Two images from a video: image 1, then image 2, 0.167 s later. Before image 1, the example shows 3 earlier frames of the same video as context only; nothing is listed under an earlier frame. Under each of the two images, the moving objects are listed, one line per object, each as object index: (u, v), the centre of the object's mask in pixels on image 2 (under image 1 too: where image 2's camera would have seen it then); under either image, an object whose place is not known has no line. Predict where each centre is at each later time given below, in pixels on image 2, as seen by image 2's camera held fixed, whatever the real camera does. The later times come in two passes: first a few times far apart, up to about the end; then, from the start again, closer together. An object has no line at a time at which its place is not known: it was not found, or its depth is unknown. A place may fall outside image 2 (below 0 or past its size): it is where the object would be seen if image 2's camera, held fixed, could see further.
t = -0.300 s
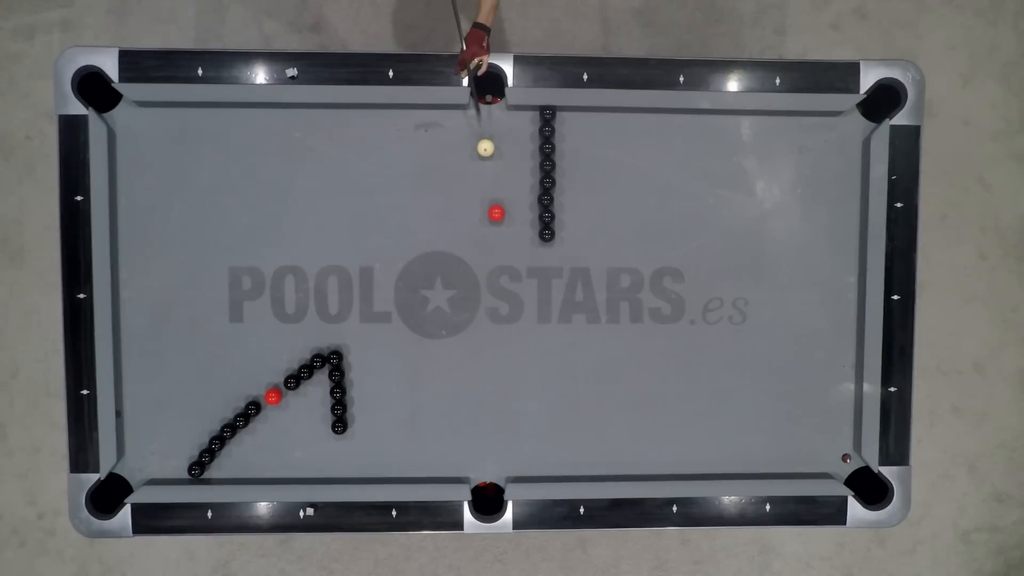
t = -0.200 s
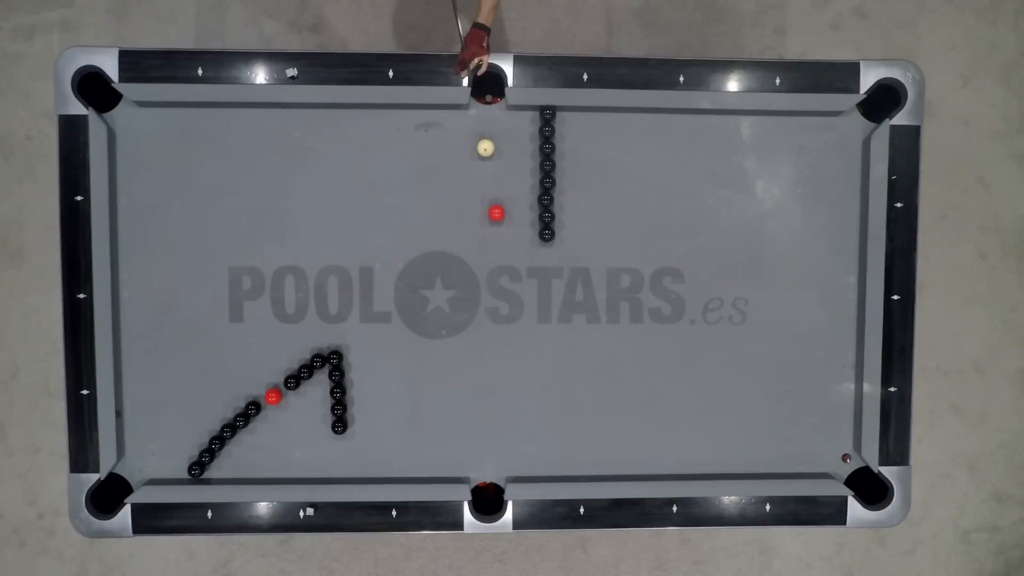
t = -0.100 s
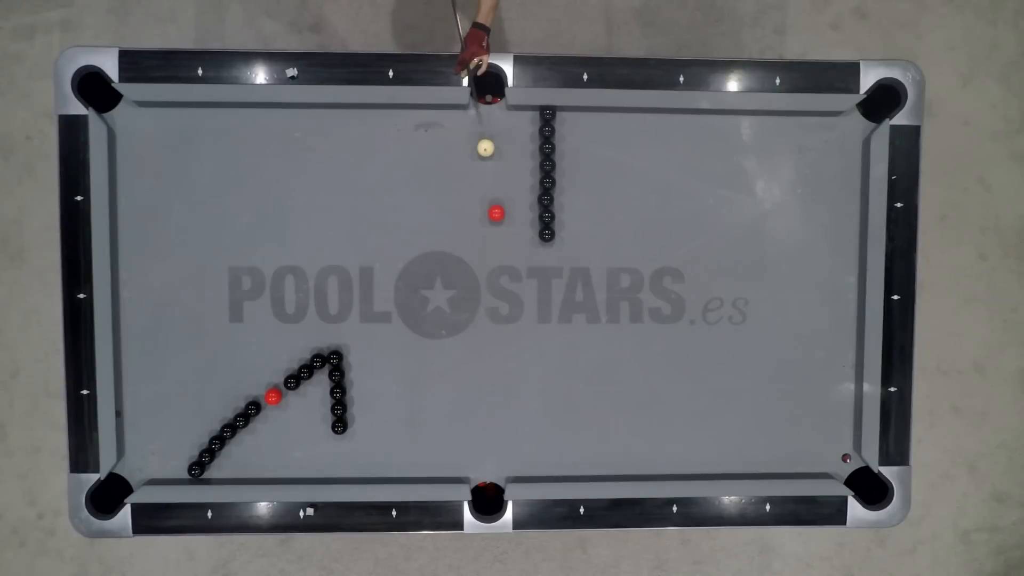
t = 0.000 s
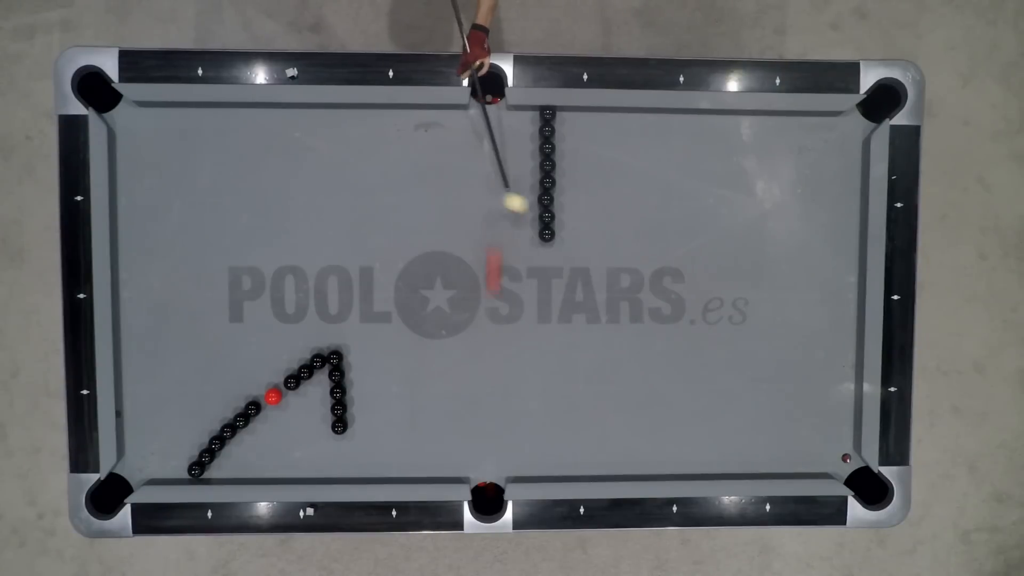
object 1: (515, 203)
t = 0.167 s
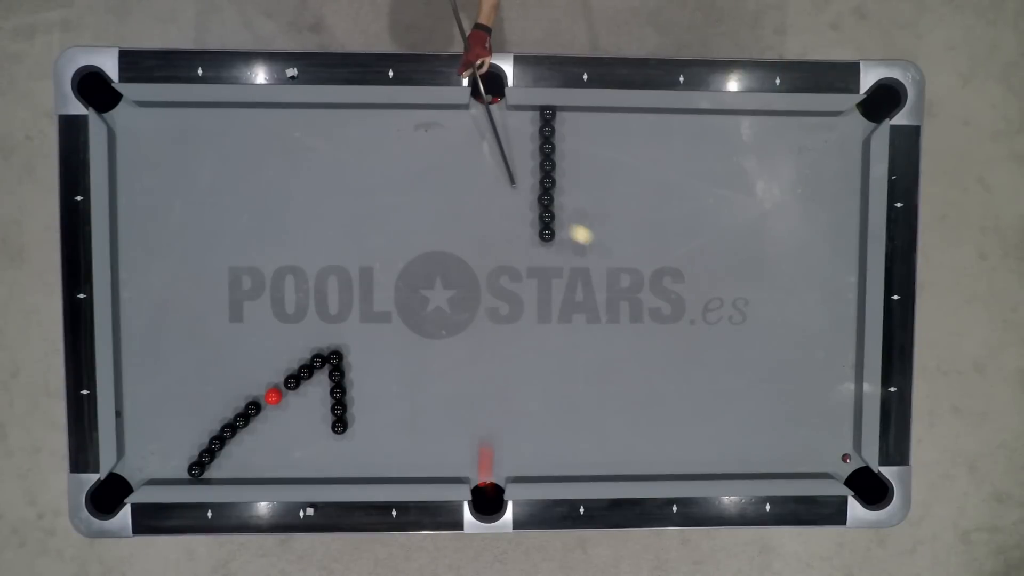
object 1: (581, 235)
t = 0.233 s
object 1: (604, 246)
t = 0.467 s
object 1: (683, 271)
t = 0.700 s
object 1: (753, 276)
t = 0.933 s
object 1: (809, 249)
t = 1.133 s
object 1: (850, 209)
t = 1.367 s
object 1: (840, 153)
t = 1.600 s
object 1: (812, 134)
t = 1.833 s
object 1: (776, 161)
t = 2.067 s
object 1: (742, 188)
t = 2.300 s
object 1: (714, 209)
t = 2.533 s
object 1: (683, 234)
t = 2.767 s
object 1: (652, 258)
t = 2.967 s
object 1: (627, 278)
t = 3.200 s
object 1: (598, 301)
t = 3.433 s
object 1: (571, 323)
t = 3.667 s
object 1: (544, 345)
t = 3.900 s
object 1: (519, 365)
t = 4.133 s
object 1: (495, 385)
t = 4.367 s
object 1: (471, 403)
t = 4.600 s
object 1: (449, 421)
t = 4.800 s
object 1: (432, 436)
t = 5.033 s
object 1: (412, 452)
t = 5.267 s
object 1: (393, 467)
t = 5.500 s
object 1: (378, 472)
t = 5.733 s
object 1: (367, 465)
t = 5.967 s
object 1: (357, 457)
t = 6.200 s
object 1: (348, 451)
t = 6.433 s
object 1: (340, 445)
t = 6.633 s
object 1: (334, 442)
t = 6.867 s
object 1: (328, 440)
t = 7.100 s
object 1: (323, 438)
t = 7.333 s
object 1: (320, 437)
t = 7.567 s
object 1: (317, 437)
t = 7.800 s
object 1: (316, 436)
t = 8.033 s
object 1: (316, 436)
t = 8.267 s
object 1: (316, 436)
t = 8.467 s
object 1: (316, 436)
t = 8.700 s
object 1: (316, 436)
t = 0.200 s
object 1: (592, 241)
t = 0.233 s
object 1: (604, 246)
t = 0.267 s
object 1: (616, 250)
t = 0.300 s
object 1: (629, 255)
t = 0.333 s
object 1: (640, 258)
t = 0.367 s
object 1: (650, 262)
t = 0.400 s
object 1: (662, 266)
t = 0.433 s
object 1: (673, 269)
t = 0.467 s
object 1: (683, 271)
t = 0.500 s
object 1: (694, 273)
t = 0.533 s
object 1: (704, 275)
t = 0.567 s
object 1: (714, 276)
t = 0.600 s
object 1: (724, 277)
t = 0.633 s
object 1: (734, 277)
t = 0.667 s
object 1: (744, 277)
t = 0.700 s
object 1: (753, 276)
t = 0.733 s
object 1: (762, 274)
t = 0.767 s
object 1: (771, 271)
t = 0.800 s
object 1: (779, 268)
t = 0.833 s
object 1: (787, 264)
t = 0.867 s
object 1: (795, 260)
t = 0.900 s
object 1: (802, 255)
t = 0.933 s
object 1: (809, 249)
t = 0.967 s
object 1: (816, 243)
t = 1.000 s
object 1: (823, 236)
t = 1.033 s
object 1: (830, 229)
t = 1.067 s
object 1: (837, 223)
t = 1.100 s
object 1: (843, 216)
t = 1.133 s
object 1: (850, 209)
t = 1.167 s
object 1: (857, 202)
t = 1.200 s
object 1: (857, 195)
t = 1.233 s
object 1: (853, 186)
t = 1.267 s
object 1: (849, 178)
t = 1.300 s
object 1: (846, 170)
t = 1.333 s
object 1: (843, 161)
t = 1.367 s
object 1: (840, 153)
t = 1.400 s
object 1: (837, 145)
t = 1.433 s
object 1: (834, 136)
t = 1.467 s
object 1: (831, 128)
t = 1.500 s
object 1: (828, 121)
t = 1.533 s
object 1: (823, 124)
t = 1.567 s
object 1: (817, 130)
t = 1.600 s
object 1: (812, 134)
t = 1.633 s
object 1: (807, 139)
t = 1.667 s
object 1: (801, 142)
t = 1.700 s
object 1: (796, 146)
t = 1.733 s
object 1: (791, 150)
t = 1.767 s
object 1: (786, 154)
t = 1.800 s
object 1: (781, 158)
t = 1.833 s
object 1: (776, 161)
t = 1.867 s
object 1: (771, 165)
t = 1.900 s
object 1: (766, 169)
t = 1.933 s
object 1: (762, 173)
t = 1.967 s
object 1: (757, 176)
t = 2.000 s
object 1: (752, 181)
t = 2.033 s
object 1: (747, 184)
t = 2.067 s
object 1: (742, 188)
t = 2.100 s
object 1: (737, 191)
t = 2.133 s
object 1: (732, 195)
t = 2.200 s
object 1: (728, 199)
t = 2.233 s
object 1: (723, 202)
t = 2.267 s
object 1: (718, 206)
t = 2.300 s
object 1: (714, 209)
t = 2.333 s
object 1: (709, 213)
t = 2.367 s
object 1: (705, 216)
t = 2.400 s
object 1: (700, 220)
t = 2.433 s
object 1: (696, 224)
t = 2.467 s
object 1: (691, 227)
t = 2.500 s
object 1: (687, 230)
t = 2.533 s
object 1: (683, 234)
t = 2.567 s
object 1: (678, 237)
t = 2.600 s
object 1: (674, 241)
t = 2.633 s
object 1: (669, 244)
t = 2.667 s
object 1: (665, 247)
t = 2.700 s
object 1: (661, 251)
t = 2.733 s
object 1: (656, 254)
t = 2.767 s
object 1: (652, 258)
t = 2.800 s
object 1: (648, 261)
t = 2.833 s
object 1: (643, 264)
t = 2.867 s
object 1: (639, 268)
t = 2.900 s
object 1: (635, 271)
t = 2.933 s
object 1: (631, 275)
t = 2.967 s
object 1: (627, 278)
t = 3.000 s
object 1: (623, 281)
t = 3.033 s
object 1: (619, 285)
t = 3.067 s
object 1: (615, 288)
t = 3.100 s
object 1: (611, 291)
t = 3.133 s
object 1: (606, 294)
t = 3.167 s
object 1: (602, 298)
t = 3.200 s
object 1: (598, 301)
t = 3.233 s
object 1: (595, 304)
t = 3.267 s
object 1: (591, 308)
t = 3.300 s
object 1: (587, 311)
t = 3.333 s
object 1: (582, 314)
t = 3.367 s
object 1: (579, 317)
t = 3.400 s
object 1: (575, 320)
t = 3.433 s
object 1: (571, 323)
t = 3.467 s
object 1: (567, 326)
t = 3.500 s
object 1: (563, 330)
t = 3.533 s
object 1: (559, 333)
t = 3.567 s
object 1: (555, 336)
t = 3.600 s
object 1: (552, 339)
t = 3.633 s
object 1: (548, 342)
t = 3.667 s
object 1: (544, 345)
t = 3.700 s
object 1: (541, 348)
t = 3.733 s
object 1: (537, 351)
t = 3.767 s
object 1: (533, 353)
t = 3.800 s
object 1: (530, 356)
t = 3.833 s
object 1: (526, 359)
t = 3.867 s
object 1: (522, 362)
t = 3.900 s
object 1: (519, 365)
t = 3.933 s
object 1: (515, 368)
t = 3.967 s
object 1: (512, 371)
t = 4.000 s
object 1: (508, 373)
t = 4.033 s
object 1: (505, 376)
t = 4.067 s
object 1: (501, 379)
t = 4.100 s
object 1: (498, 381)
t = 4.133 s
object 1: (495, 385)
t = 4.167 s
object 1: (491, 387)
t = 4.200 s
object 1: (488, 390)
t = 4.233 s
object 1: (484, 392)
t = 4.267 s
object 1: (481, 395)
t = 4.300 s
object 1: (478, 398)
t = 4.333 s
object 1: (475, 400)
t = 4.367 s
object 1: (471, 403)
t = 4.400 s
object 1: (468, 406)
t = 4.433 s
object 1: (465, 408)
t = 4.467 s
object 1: (462, 411)
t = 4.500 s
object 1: (458, 414)
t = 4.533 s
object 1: (456, 416)
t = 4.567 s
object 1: (453, 418)
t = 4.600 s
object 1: (449, 421)
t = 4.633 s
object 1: (446, 424)
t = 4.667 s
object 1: (443, 426)
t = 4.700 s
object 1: (440, 428)
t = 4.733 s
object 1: (437, 431)
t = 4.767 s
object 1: (434, 433)
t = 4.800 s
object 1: (432, 436)
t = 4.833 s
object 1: (429, 438)
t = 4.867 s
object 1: (426, 440)
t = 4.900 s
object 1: (423, 442)
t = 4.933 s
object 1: (420, 445)
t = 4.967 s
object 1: (417, 447)
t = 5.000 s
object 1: (415, 449)
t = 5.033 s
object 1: (412, 452)
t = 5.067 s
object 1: (409, 454)
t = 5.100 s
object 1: (406, 456)
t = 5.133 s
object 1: (404, 459)
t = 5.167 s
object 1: (401, 461)
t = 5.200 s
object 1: (398, 463)
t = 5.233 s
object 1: (396, 465)
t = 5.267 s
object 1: (393, 467)
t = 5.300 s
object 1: (391, 470)
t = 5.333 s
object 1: (388, 472)
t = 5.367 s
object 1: (386, 474)
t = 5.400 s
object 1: (384, 475)
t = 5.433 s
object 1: (382, 474)
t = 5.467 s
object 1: (380, 473)
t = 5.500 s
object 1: (378, 472)
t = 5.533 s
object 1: (376, 471)
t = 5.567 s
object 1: (375, 470)
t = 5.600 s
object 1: (373, 469)
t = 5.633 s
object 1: (372, 468)
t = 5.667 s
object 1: (370, 467)
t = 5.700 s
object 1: (368, 466)
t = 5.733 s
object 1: (367, 465)
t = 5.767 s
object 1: (366, 463)
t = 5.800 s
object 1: (364, 462)
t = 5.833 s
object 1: (362, 461)
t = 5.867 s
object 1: (361, 460)
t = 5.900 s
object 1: (360, 459)
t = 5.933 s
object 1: (358, 458)
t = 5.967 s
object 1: (357, 457)
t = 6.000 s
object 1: (356, 456)
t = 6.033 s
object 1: (354, 455)
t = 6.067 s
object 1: (353, 454)
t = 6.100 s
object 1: (352, 453)
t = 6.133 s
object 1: (350, 452)
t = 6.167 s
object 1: (349, 451)
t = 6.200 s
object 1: (348, 451)
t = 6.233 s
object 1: (347, 450)
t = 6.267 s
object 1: (345, 449)
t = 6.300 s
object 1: (344, 448)
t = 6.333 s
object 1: (343, 447)
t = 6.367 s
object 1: (342, 447)
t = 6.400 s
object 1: (341, 446)
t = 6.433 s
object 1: (340, 445)
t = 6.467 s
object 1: (339, 444)
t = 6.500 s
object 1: (338, 444)
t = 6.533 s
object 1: (337, 443)
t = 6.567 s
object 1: (336, 443)
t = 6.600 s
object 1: (335, 443)
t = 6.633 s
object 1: (334, 442)
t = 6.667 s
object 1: (333, 442)
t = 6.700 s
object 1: (332, 442)
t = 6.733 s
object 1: (331, 442)
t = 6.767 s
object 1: (330, 441)
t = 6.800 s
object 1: (329, 441)
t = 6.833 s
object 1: (328, 440)
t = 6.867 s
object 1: (328, 440)
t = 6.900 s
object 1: (327, 440)
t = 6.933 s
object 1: (326, 440)
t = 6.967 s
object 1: (326, 439)
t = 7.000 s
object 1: (325, 439)
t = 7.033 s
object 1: (324, 439)
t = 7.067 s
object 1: (324, 439)
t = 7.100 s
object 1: (323, 438)
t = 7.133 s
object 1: (323, 438)
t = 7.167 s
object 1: (322, 438)
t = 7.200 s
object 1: (322, 438)
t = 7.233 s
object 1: (321, 438)
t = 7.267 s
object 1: (321, 438)
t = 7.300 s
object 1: (320, 437)
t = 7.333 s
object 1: (320, 437)
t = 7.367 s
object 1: (319, 437)
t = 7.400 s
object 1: (319, 437)
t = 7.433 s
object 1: (318, 437)
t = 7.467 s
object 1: (318, 437)
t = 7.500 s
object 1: (318, 437)
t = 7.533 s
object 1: (318, 437)
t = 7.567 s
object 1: (317, 437)
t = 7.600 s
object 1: (317, 437)
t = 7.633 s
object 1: (317, 436)
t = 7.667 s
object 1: (317, 436)
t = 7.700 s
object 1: (317, 436)
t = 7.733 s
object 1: (316, 436)
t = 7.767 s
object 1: (316, 436)
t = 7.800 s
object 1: (316, 436)
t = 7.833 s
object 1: (316, 436)
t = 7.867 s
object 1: (316, 436)
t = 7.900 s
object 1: (316, 436)
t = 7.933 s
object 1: (316, 436)
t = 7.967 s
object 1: (316, 436)
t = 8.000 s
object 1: (316, 436)
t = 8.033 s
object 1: (316, 436)
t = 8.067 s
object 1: (316, 436)
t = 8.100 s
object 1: (316, 436)
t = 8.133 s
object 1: (316, 436)
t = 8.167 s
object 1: (316, 436)
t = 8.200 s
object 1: (316, 436)
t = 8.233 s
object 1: (316, 436)
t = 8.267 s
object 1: (316, 436)
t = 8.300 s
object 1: (316, 436)
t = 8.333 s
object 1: (316, 436)
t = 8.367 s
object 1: (316, 436)
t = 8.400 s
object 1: (316, 436)
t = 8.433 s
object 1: (316, 436)
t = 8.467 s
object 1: (316, 436)
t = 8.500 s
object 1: (316, 436)
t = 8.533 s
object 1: (316, 436)
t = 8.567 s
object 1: (316, 436)
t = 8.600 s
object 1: (316, 436)
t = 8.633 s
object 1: (316, 436)
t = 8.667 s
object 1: (316, 436)
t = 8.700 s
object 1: (316, 436)
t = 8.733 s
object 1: (316, 436)
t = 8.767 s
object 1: (316, 436)
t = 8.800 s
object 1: (316, 436)
